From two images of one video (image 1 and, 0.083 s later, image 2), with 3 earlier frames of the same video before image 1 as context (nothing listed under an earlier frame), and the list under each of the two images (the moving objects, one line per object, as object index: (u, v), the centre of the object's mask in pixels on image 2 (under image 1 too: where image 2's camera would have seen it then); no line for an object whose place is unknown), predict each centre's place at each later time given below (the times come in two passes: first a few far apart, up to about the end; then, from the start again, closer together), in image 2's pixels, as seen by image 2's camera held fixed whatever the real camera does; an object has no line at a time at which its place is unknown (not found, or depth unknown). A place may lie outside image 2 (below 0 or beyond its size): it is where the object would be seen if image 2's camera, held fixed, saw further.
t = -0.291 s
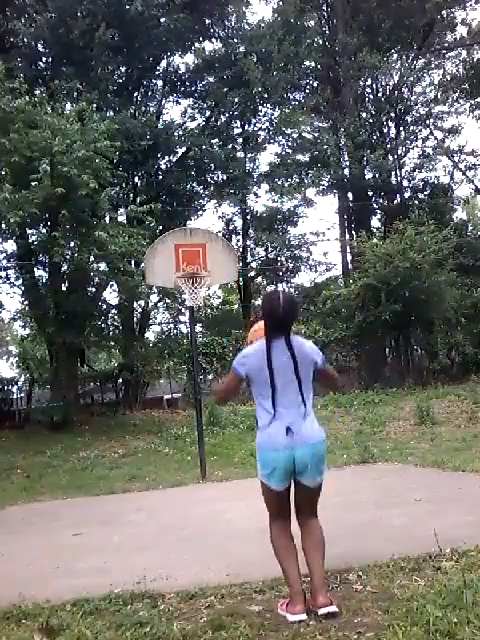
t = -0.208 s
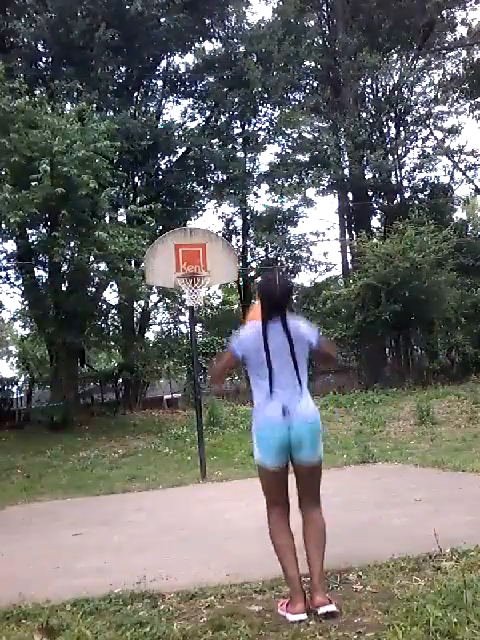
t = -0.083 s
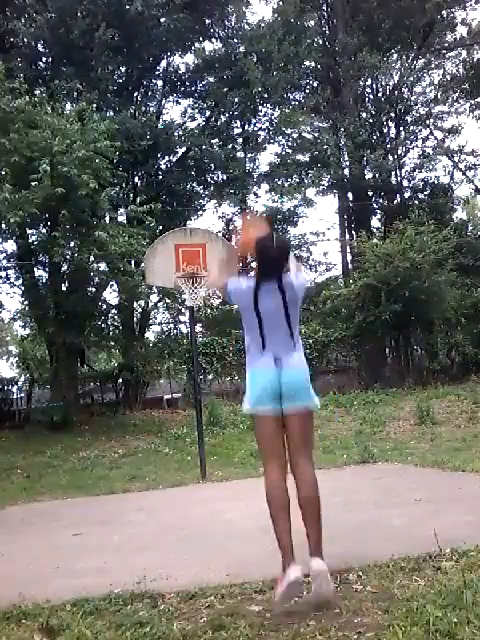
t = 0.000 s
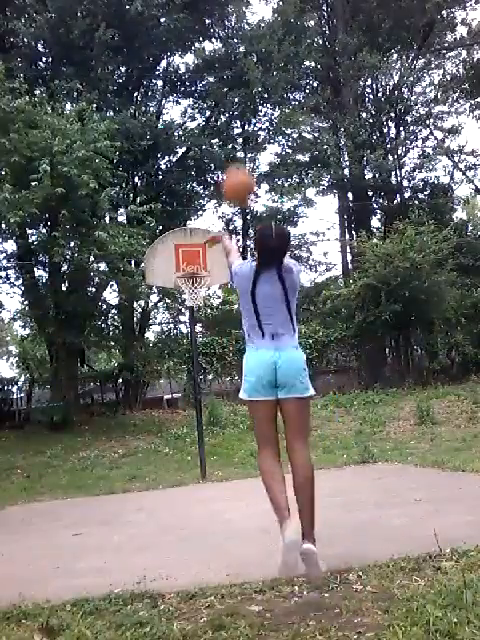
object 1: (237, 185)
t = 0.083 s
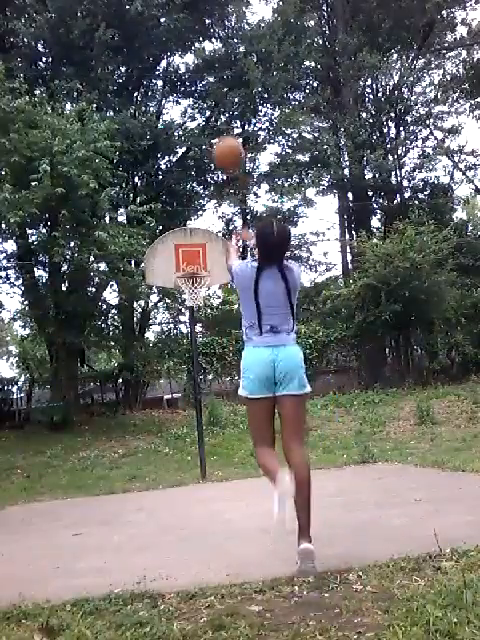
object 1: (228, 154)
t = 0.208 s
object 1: (219, 131)
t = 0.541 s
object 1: (208, 150)
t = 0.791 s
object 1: (208, 209)
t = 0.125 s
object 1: (223, 144)
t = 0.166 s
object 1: (220, 136)
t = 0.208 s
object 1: (219, 131)
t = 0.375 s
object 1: (212, 130)
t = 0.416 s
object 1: (210, 133)
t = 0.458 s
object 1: (209, 138)
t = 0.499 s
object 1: (208, 142)
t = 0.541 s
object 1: (208, 150)
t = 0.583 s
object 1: (207, 158)
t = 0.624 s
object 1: (207, 166)
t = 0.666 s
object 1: (207, 175)
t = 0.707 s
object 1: (208, 187)
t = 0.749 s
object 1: (206, 197)
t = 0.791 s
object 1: (208, 209)
